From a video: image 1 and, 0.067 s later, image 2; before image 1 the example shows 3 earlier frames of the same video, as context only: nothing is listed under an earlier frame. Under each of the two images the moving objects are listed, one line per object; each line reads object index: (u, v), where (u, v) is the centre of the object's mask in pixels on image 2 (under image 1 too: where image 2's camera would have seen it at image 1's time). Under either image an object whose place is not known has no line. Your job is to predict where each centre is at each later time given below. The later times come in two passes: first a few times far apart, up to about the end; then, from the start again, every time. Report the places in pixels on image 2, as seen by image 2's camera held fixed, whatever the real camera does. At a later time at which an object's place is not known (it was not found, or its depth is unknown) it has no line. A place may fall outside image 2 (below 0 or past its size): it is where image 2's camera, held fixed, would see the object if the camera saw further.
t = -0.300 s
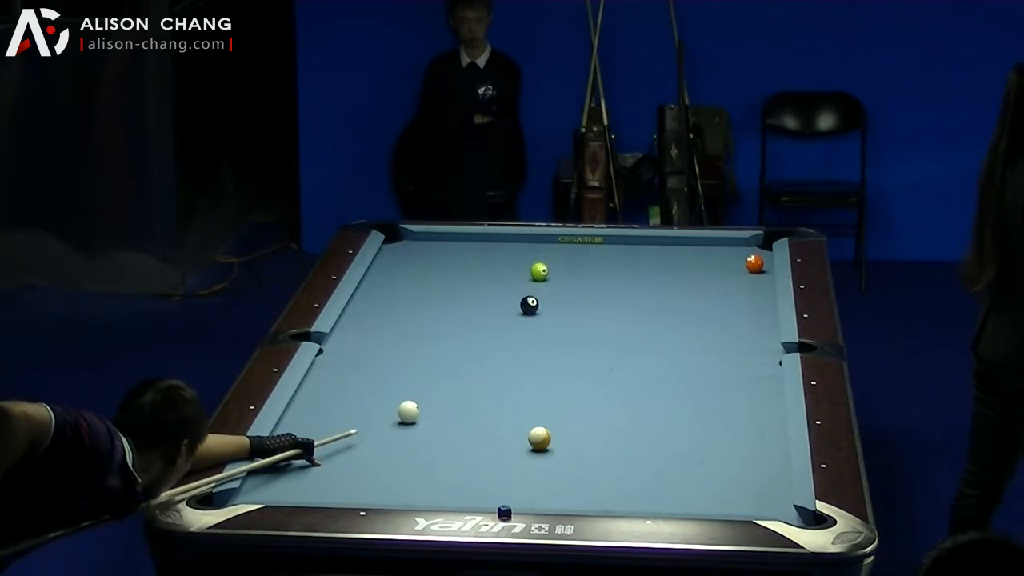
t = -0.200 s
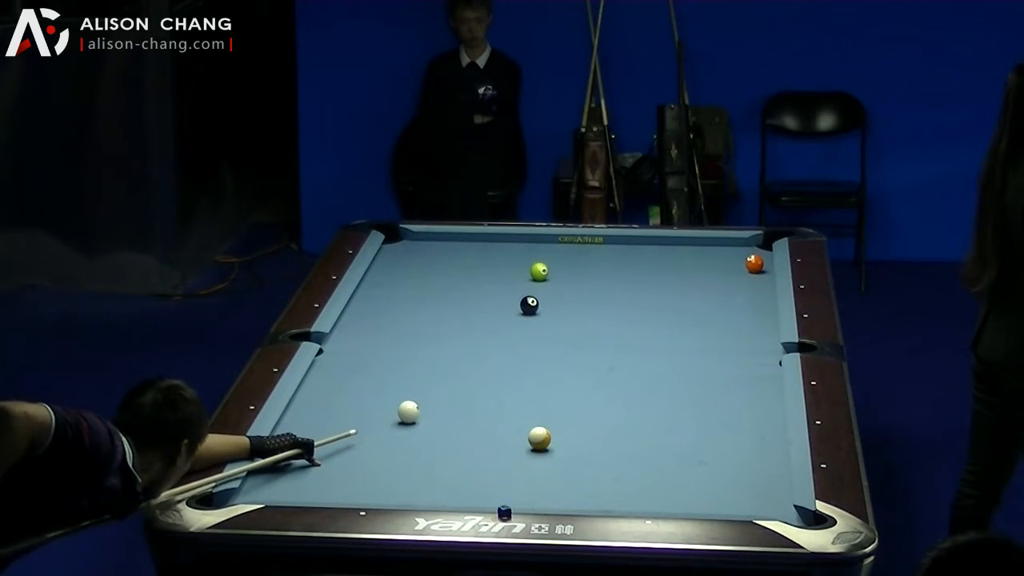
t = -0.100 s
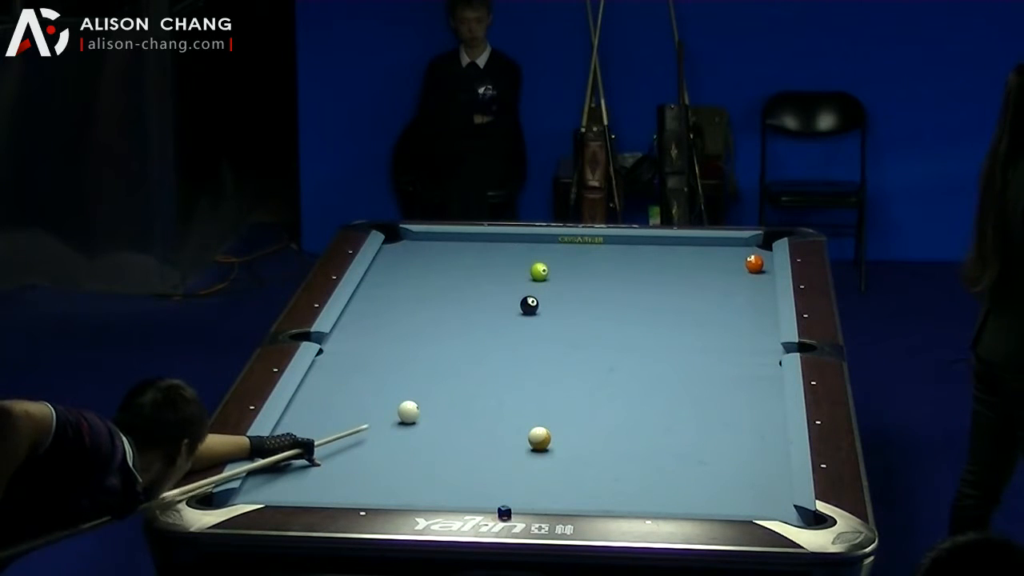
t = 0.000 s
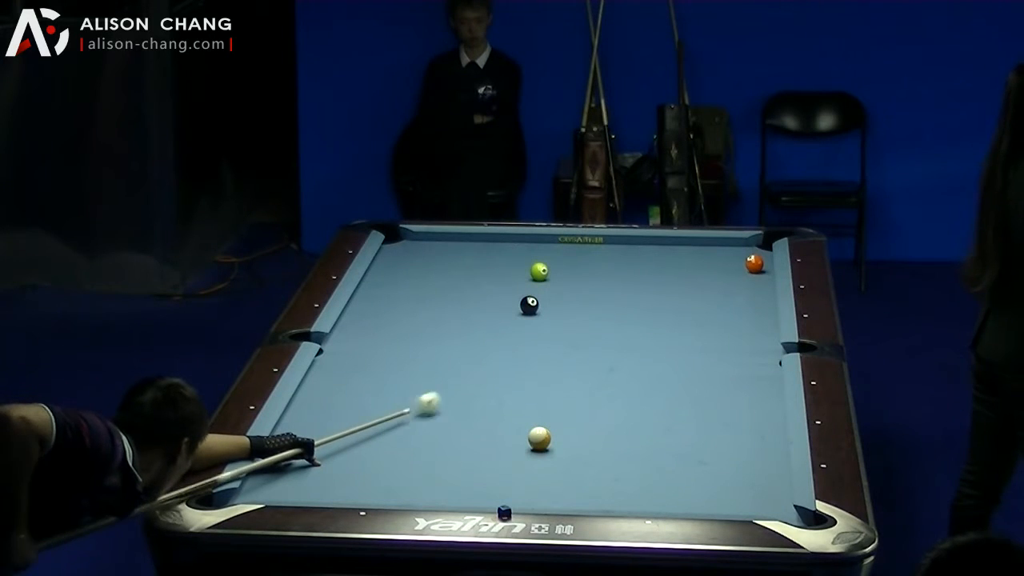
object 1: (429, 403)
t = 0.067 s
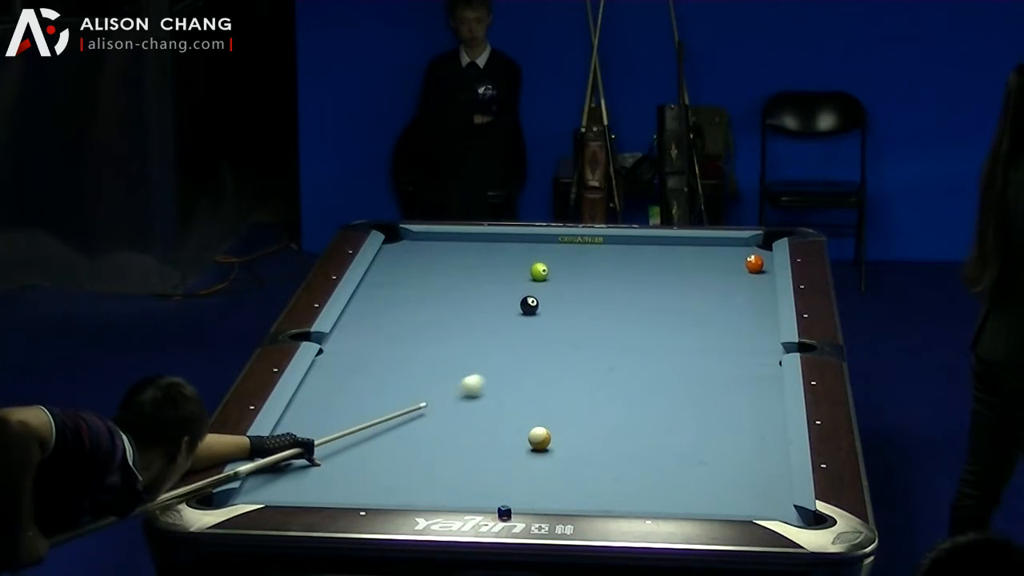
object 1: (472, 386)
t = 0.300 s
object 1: (593, 336)
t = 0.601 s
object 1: (707, 288)
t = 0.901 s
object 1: (738, 265)
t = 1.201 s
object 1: (690, 251)
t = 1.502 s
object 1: (646, 240)
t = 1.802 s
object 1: (606, 246)
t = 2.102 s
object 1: (567, 252)
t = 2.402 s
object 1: (529, 257)
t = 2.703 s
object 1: (493, 262)
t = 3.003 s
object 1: (459, 267)
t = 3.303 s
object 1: (425, 272)
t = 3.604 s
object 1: (394, 276)
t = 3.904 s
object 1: (372, 280)
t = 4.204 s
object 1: (385, 284)
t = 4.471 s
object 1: (395, 287)
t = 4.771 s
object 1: (405, 290)
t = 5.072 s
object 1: (413, 292)
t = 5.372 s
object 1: (420, 294)
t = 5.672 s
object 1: (426, 296)
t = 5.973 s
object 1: (429, 297)
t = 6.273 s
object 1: (432, 297)
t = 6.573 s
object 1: (433, 297)
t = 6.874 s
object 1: (433, 297)
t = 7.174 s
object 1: (433, 297)
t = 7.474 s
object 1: (433, 297)
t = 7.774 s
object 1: (433, 297)
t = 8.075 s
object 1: (433, 297)
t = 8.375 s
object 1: (433, 297)
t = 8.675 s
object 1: (433, 297)
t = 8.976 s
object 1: (433, 297)
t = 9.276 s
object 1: (433, 297)
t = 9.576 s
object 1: (433, 297)
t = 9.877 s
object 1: (433, 297)
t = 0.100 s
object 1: (492, 377)
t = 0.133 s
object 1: (511, 369)
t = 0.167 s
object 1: (529, 362)
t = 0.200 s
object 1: (547, 355)
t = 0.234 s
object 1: (563, 348)
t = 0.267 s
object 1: (578, 342)
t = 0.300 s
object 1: (593, 336)
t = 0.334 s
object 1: (607, 330)
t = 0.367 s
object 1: (620, 325)
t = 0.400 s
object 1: (633, 319)
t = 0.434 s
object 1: (646, 313)
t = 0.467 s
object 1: (659, 308)
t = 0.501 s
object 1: (671, 303)
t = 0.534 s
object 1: (684, 298)
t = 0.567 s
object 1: (696, 293)
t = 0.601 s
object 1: (707, 288)
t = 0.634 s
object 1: (720, 283)
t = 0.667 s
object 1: (731, 278)
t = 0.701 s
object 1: (742, 274)
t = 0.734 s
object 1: (753, 269)
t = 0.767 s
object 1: (763, 268)
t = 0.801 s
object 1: (759, 268)
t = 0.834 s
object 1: (752, 267)
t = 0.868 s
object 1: (745, 266)
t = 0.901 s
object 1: (738, 265)
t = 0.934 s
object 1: (732, 263)
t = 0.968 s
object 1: (727, 262)
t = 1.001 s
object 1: (721, 260)
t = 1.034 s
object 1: (716, 259)
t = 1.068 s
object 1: (711, 257)
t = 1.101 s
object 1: (706, 256)
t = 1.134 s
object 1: (700, 254)
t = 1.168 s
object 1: (695, 253)
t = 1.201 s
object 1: (690, 251)
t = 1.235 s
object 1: (685, 250)
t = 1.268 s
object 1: (680, 249)
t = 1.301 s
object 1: (675, 247)
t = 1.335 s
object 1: (670, 246)
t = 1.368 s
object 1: (665, 245)
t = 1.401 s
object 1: (660, 243)
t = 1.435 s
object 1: (656, 242)
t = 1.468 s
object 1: (651, 241)
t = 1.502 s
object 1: (646, 240)
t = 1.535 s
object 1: (642, 241)
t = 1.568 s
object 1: (637, 241)
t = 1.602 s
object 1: (633, 242)
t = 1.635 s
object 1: (628, 243)
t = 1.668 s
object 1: (624, 244)
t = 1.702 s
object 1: (619, 244)
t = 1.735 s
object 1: (615, 245)
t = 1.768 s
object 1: (610, 245)
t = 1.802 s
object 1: (606, 246)
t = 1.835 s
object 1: (602, 247)
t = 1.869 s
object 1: (598, 247)
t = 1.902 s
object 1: (593, 248)
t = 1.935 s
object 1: (589, 249)
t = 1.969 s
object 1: (584, 249)
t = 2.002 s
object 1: (580, 250)
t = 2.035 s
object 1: (576, 250)
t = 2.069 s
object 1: (571, 251)
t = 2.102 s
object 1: (567, 252)
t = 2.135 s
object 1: (563, 252)
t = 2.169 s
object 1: (559, 253)
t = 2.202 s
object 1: (555, 253)
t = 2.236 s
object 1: (551, 254)
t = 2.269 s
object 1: (546, 254)
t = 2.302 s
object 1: (542, 255)
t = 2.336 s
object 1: (538, 255)
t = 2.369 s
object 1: (533, 256)
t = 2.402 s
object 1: (529, 257)
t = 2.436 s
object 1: (525, 258)
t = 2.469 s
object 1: (521, 258)
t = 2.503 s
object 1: (517, 259)
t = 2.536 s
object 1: (513, 260)
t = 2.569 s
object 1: (509, 260)
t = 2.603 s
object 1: (505, 261)
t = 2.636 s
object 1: (501, 261)
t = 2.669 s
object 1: (497, 262)
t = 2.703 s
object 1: (493, 262)
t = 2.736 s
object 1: (489, 263)
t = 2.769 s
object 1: (486, 264)
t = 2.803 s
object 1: (481, 264)
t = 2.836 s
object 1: (478, 265)
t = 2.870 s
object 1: (474, 265)
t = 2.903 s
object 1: (470, 266)
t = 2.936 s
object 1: (466, 266)
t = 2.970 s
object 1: (462, 267)
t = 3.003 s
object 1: (459, 267)
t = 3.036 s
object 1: (455, 268)
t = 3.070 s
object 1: (451, 268)
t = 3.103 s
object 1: (447, 269)
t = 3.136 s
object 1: (444, 269)
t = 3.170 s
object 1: (440, 270)
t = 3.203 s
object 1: (436, 271)
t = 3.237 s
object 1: (433, 271)
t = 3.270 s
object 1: (429, 271)
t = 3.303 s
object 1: (425, 272)
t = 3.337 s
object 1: (422, 272)
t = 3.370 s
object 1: (418, 273)
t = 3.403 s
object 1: (415, 274)
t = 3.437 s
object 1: (411, 274)
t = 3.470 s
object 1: (408, 275)
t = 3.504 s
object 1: (404, 275)
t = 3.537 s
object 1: (401, 275)
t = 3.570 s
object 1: (398, 276)
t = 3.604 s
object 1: (394, 276)
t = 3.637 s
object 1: (391, 277)
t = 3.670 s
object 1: (387, 277)
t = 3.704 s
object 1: (384, 278)
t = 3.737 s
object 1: (381, 278)
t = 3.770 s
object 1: (377, 279)
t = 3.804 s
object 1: (374, 279)
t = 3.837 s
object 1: (371, 280)
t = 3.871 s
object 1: (371, 280)
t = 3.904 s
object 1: (372, 280)
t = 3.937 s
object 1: (374, 281)
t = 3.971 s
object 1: (375, 281)
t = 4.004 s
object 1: (376, 282)
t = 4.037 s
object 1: (378, 282)
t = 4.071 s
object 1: (380, 282)
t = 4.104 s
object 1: (380, 283)
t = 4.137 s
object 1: (382, 283)
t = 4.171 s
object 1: (383, 284)
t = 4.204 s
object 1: (385, 284)
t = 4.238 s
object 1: (386, 285)
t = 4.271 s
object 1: (387, 285)
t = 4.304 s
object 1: (389, 285)
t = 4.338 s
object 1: (390, 285)
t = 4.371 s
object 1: (391, 286)
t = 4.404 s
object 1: (393, 286)
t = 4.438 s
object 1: (394, 286)
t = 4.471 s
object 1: (395, 287)
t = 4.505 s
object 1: (396, 287)
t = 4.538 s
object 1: (397, 287)
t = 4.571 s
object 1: (398, 288)
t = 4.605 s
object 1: (400, 288)
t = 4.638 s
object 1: (401, 289)
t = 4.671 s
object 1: (402, 289)
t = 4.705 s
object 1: (403, 289)
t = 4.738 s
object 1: (404, 289)
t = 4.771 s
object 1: (405, 290)
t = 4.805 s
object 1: (406, 290)
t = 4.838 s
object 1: (407, 290)
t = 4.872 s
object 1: (408, 291)
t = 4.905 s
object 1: (409, 291)
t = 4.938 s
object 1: (410, 291)
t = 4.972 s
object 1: (411, 292)
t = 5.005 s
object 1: (411, 292)
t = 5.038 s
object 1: (412, 292)
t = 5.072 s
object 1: (413, 292)
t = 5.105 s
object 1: (414, 293)
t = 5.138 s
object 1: (415, 293)
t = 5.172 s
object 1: (416, 293)
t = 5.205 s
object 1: (417, 293)
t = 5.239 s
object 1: (417, 293)
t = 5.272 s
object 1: (418, 294)
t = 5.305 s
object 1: (419, 294)
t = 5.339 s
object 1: (419, 294)
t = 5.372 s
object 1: (420, 294)
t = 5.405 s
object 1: (421, 295)
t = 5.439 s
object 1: (422, 295)
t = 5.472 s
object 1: (422, 295)
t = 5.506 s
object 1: (423, 295)
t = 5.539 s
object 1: (424, 295)
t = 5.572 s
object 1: (424, 295)
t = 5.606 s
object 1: (425, 295)
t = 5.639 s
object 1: (425, 296)
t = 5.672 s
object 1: (426, 296)
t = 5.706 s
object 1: (426, 296)
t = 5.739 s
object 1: (427, 296)
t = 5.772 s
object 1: (427, 296)
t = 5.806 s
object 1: (428, 296)
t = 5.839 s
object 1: (428, 296)
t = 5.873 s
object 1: (429, 296)
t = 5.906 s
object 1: (429, 297)
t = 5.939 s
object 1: (429, 296)
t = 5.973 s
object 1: (429, 297)
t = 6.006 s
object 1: (430, 297)
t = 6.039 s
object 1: (430, 297)
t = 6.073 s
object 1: (430, 297)
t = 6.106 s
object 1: (431, 297)
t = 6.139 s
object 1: (431, 297)
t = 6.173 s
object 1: (431, 297)
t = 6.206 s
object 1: (431, 297)
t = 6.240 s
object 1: (431, 297)
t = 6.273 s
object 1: (432, 297)
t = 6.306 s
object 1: (432, 297)
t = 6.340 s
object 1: (432, 297)
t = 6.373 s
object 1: (432, 297)
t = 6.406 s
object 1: (432, 297)
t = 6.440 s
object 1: (433, 297)
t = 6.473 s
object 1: (433, 297)
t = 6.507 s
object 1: (433, 297)
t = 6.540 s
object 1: (433, 297)
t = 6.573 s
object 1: (433, 297)
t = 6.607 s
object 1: (433, 297)
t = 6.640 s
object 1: (433, 297)
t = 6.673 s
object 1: (433, 297)
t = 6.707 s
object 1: (433, 297)
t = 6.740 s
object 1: (433, 297)
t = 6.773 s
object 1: (433, 297)
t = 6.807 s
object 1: (433, 297)
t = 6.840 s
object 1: (433, 297)
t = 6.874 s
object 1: (433, 297)
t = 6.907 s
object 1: (433, 297)
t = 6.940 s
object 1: (433, 297)
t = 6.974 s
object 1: (433, 297)
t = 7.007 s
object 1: (433, 297)
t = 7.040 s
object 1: (433, 297)
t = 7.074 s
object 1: (433, 297)
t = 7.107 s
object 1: (433, 297)
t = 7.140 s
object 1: (433, 297)
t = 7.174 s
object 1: (433, 297)
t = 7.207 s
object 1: (433, 297)
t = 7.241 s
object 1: (433, 297)
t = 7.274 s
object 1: (433, 297)
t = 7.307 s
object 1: (433, 297)
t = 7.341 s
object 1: (433, 297)
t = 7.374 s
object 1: (433, 297)
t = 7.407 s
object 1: (433, 297)
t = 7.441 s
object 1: (433, 297)
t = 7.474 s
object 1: (433, 297)
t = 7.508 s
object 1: (433, 297)
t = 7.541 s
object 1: (433, 297)
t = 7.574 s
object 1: (433, 297)
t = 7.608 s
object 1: (433, 297)
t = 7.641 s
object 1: (433, 297)
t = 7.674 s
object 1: (433, 297)
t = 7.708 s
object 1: (433, 297)
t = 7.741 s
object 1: (433, 297)
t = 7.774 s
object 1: (433, 297)
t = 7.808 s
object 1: (433, 297)
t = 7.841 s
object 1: (433, 297)
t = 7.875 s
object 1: (433, 297)
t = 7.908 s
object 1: (433, 297)
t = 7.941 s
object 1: (433, 297)
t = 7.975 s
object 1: (433, 297)
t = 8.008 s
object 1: (433, 297)
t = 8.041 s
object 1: (433, 297)
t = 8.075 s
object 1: (433, 297)
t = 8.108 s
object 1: (433, 297)
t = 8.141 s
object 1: (433, 297)
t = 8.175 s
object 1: (433, 297)
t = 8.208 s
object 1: (433, 297)
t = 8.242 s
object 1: (433, 297)
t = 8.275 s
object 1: (433, 297)
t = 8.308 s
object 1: (433, 297)
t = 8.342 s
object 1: (433, 297)
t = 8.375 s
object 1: (433, 297)
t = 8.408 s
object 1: (433, 297)
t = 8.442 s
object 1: (433, 297)
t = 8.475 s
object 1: (433, 297)
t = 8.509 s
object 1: (433, 297)
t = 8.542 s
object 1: (433, 297)
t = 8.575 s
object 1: (433, 297)
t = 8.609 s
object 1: (433, 297)
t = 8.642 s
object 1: (433, 297)
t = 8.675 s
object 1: (433, 297)
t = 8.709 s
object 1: (433, 297)
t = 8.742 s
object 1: (433, 297)
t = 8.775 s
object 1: (433, 297)
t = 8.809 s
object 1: (433, 297)
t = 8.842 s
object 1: (433, 297)
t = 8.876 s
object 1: (433, 297)
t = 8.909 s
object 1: (433, 297)
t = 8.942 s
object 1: (433, 297)
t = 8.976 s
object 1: (433, 297)
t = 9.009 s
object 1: (433, 297)
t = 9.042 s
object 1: (433, 297)
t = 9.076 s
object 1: (433, 297)
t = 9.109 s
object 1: (433, 297)
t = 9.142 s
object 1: (433, 297)
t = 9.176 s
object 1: (433, 297)
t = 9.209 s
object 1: (433, 297)
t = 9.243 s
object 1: (433, 297)
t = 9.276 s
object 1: (433, 297)
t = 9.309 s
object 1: (433, 297)
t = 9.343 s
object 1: (433, 297)
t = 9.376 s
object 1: (433, 297)
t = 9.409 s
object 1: (433, 297)
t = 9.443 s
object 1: (433, 297)
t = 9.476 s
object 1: (433, 297)
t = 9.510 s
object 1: (433, 297)
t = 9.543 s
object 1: (433, 297)
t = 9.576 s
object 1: (433, 297)
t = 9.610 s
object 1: (433, 297)
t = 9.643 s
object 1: (433, 297)
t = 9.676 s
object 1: (433, 297)
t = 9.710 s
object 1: (433, 297)
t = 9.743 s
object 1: (433, 297)
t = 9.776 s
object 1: (433, 297)
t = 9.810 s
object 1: (433, 297)
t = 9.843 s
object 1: (433, 297)
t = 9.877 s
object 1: (433, 297)
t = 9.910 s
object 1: (433, 297)
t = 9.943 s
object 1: (433, 297)
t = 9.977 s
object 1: (433, 297)
